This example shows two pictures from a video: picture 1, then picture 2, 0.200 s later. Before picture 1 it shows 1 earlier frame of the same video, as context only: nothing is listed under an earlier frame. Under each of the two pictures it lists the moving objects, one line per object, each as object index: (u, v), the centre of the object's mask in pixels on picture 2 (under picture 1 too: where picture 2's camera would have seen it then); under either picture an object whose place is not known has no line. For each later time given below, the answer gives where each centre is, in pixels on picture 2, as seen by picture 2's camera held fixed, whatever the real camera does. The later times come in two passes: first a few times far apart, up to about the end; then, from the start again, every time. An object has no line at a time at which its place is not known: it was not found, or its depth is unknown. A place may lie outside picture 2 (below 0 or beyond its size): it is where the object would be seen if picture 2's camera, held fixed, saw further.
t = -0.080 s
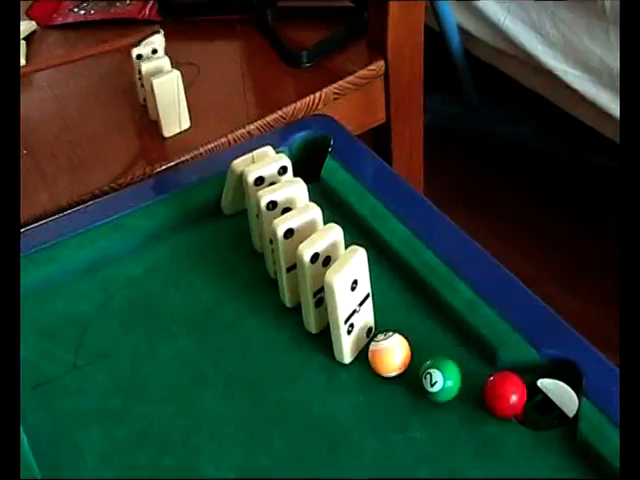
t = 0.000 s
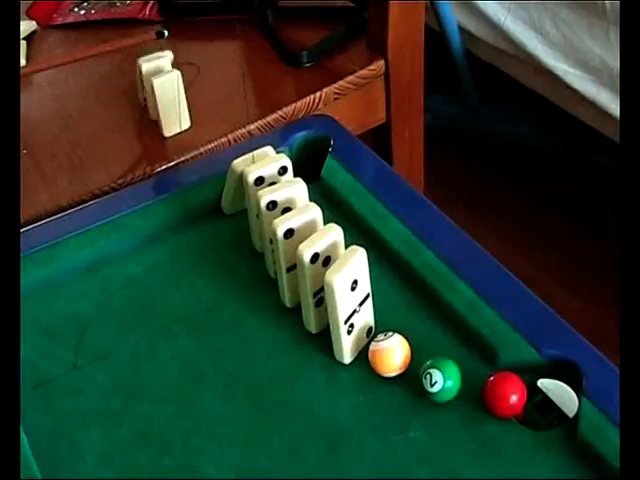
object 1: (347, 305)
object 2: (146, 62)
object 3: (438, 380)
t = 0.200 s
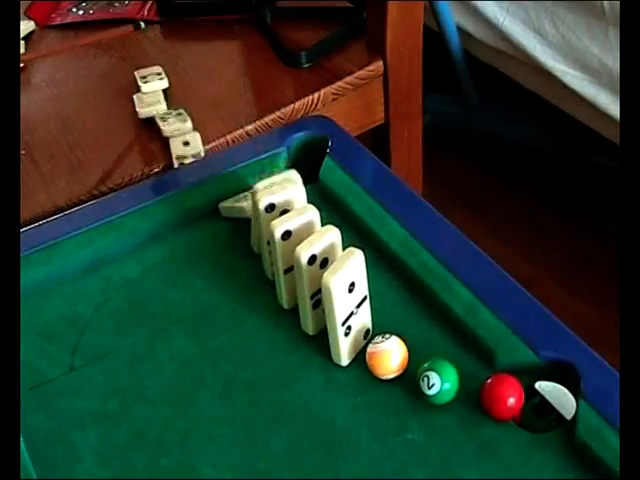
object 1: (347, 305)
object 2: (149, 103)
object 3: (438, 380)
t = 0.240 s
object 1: (347, 305)
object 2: (148, 104)
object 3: (438, 380)
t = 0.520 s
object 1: (369, 419)
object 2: (145, 105)
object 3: (530, 459)
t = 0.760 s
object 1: (369, 419)
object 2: (145, 105)
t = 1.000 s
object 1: (369, 418)
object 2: (145, 105)
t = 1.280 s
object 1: (369, 418)
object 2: (145, 105)
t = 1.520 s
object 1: (369, 418)
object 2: (145, 105)
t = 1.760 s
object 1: (369, 418)
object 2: (145, 105)
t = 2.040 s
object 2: (145, 105)
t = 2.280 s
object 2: (145, 105)
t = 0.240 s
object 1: (347, 305)
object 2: (148, 104)
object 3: (438, 380)
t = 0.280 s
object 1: (347, 305)
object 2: (146, 105)
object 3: (438, 380)
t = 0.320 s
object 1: (355, 308)
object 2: (145, 105)
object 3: (438, 381)
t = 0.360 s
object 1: (391, 348)
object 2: (145, 105)
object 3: (438, 381)
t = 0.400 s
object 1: (394, 378)
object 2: (145, 105)
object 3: (466, 400)
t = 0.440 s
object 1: (379, 406)
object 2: (145, 105)
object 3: (489, 422)
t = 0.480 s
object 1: (374, 414)
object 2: (145, 105)
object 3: (511, 444)
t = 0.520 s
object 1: (369, 419)
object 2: (145, 105)
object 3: (530, 459)
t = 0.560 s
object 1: (368, 419)
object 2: (145, 105)
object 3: (549, 468)
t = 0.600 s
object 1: (369, 419)
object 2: (145, 105)
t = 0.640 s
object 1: (369, 419)
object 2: (145, 105)
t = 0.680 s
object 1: (369, 419)
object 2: (145, 105)
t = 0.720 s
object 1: (369, 419)
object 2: (145, 105)
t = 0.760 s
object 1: (369, 419)
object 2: (145, 105)
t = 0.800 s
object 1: (369, 419)
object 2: (146, 105)
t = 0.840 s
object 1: (369, 419)
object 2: (146, 105)
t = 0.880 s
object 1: (369, 419)
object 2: (145, 105)
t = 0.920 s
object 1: (369, 418)
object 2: (145, 105)
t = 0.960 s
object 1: (369, 419)
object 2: (146, 105)
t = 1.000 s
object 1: (369, 418)
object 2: (145, 105)
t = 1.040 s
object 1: (369, 418)
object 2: (145, 105)
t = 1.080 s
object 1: (369, 418)
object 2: (146, 105)
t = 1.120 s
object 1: (369, 418)
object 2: (145, 105)
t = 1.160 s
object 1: (369, 418)
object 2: (145, 105)
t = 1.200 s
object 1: (369, 418)
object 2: (146, 105)
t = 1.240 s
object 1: (369, 418)
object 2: (145, 105)
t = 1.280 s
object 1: (369, 418)
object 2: (145, 105)
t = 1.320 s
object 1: (369, 418)
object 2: (145, 105)
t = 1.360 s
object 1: (369, 418)
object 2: (145, 105)
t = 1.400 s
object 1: (369, 418)
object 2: (145, 105)
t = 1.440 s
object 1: (369, 418)
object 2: (145, 105)
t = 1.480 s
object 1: (369, 418)
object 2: (145, 105)
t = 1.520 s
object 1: (369, 418)
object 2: (145, 105)
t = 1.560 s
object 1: (369, 418)
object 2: (145, 105)
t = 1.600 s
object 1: (370, 418)
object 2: (145, 105)
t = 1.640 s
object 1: (369, 418)
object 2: (145, 105)
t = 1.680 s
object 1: (369, 418)
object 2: (145, 105)
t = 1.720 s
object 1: (369, 418)
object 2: (145, 105)
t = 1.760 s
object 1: (369, 418)
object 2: (145, 105)
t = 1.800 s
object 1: (370, 418)
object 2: (145, 105)
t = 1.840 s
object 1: (370, 418)
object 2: (146, 105)
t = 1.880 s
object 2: (146, 105)
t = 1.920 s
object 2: (145, 105)
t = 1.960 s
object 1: (370, 418)
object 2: (145, 105)
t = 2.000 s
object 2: (145, 105)
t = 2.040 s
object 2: (145, 105)
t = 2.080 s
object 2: (145, 105)
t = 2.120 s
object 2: (145, 105)
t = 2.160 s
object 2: (145, 105)
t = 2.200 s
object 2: (145, 105)
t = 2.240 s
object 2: (145, 105)
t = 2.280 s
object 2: (145, 105)
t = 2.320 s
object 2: (145, 105)
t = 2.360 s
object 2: (145, 105)
